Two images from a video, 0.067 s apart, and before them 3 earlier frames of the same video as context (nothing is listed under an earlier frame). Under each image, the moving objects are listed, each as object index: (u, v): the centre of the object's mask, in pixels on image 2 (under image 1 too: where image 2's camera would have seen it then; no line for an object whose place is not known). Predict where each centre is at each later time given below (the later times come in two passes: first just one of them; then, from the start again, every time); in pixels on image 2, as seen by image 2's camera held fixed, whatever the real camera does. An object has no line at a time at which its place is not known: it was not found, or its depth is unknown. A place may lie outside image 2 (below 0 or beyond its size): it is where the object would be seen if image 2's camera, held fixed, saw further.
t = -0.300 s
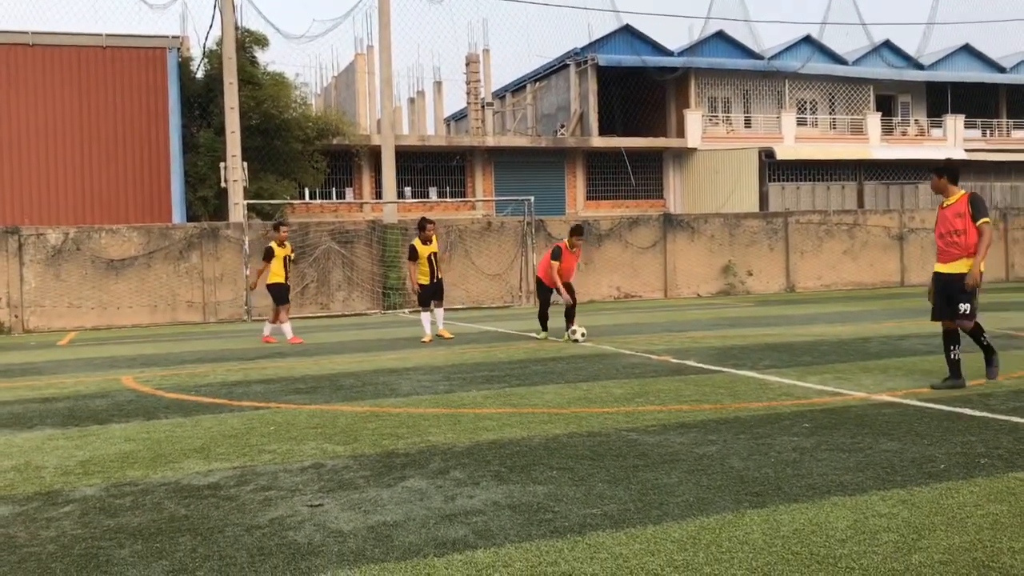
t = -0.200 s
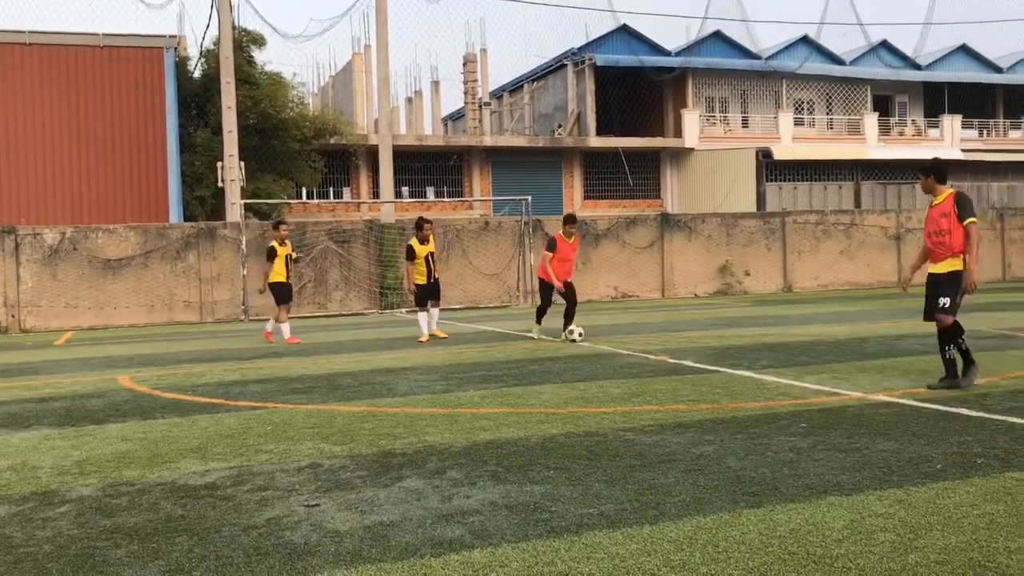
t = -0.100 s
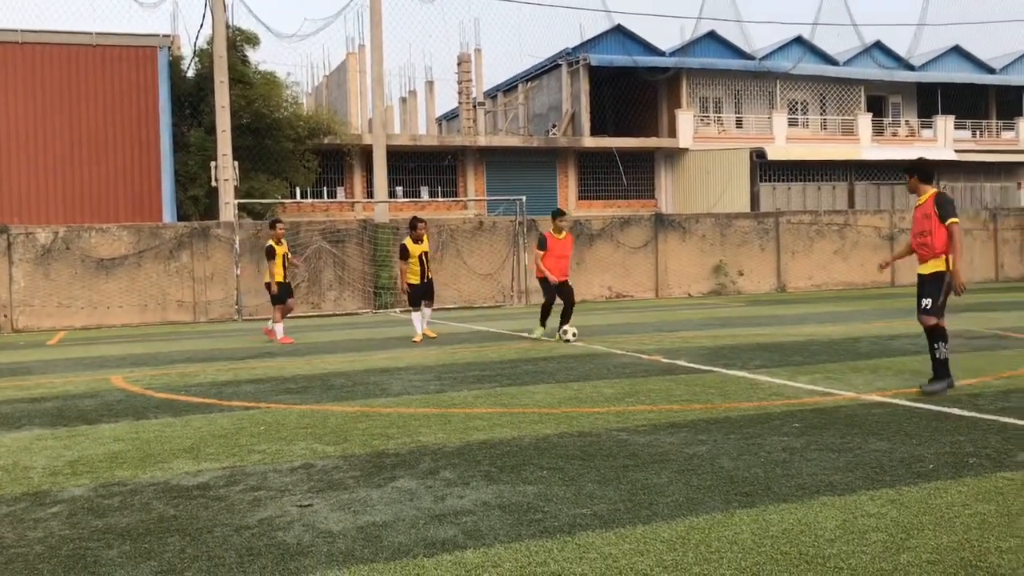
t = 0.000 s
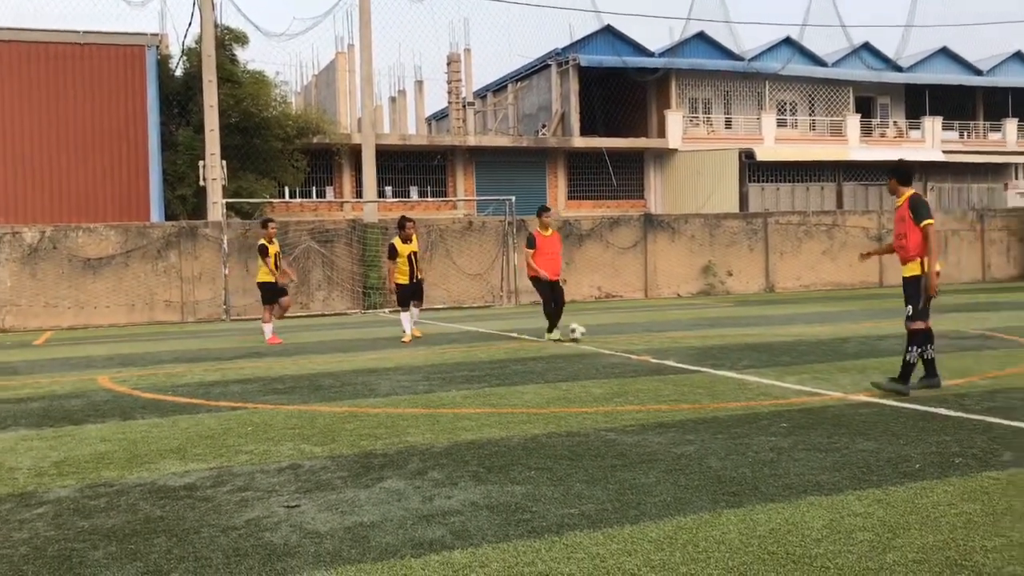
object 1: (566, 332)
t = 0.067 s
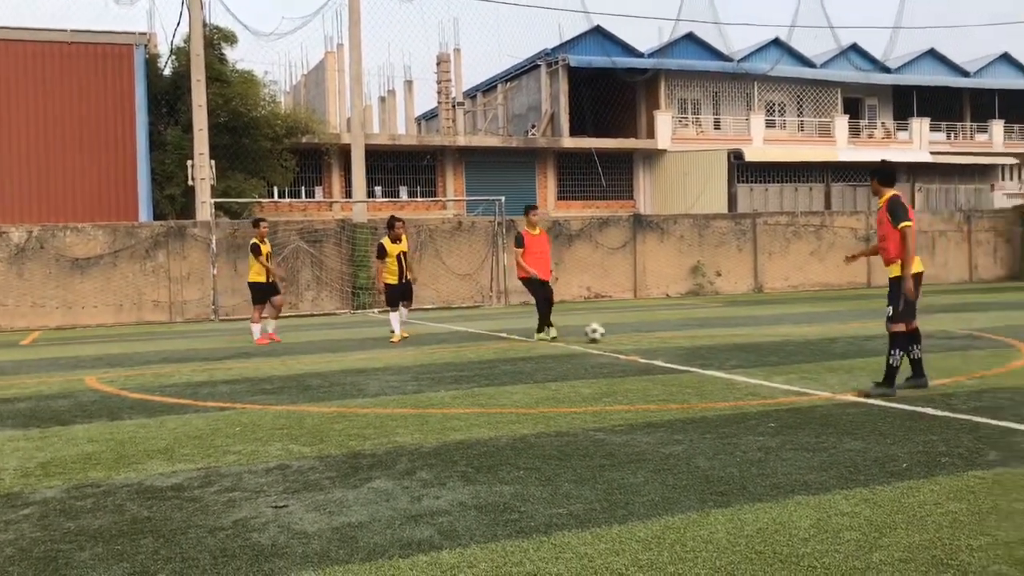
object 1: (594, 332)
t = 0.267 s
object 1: (673, 336)
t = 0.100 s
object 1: (608, 333)
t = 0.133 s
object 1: (623, 334)
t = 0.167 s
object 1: (636, 334)
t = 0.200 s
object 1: (649, 335)
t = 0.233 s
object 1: (662, 335)
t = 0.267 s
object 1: (673, 336)
